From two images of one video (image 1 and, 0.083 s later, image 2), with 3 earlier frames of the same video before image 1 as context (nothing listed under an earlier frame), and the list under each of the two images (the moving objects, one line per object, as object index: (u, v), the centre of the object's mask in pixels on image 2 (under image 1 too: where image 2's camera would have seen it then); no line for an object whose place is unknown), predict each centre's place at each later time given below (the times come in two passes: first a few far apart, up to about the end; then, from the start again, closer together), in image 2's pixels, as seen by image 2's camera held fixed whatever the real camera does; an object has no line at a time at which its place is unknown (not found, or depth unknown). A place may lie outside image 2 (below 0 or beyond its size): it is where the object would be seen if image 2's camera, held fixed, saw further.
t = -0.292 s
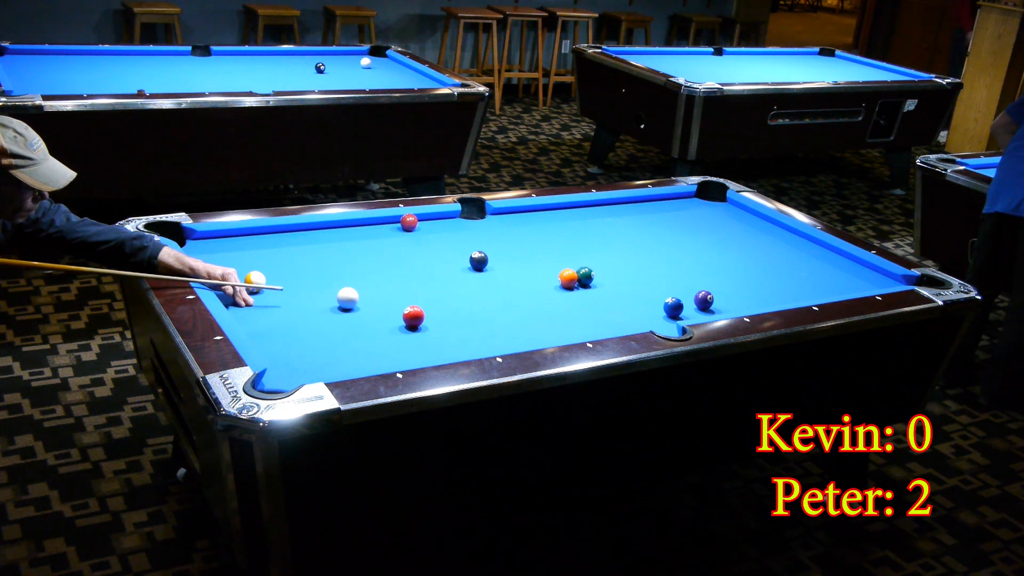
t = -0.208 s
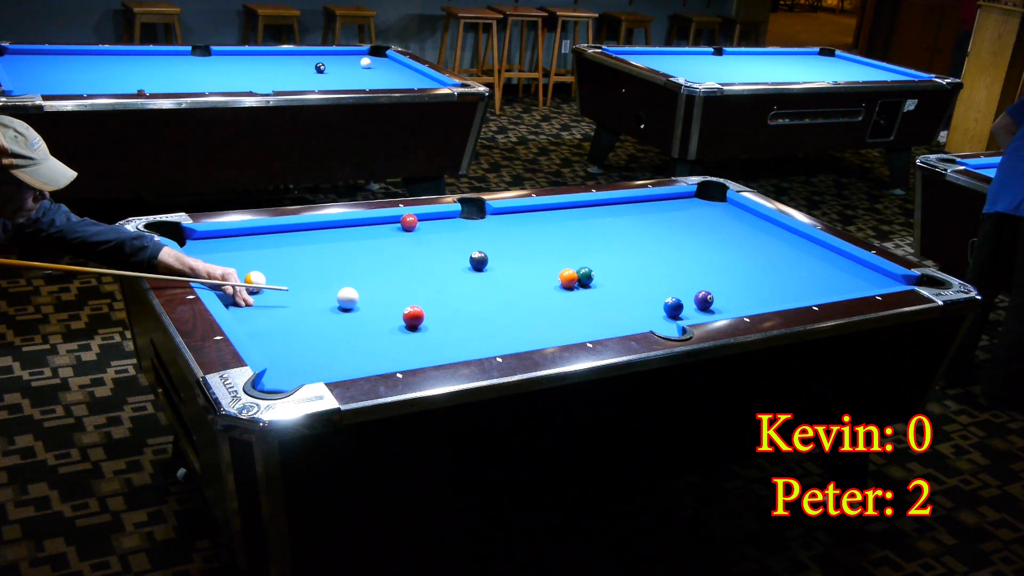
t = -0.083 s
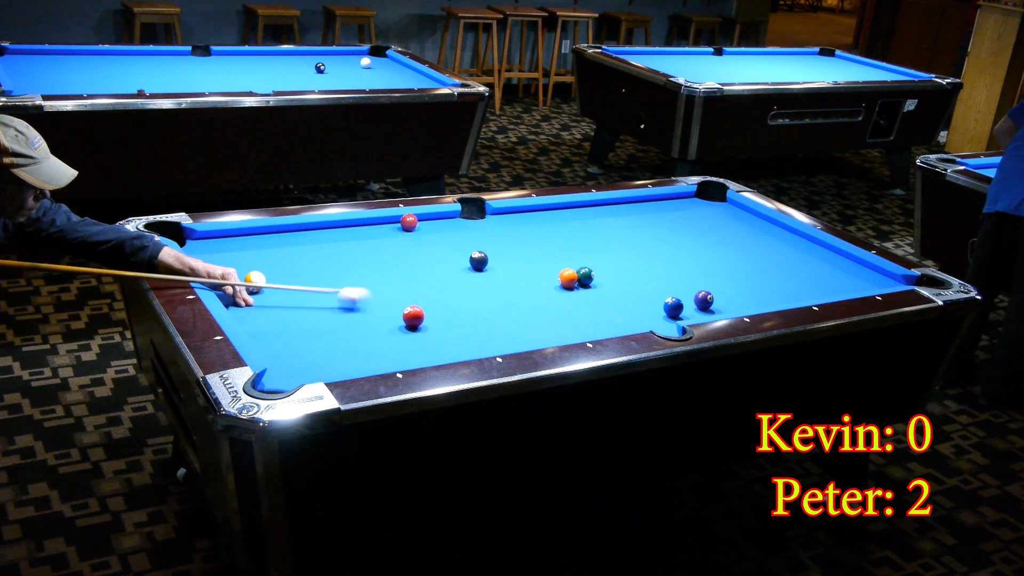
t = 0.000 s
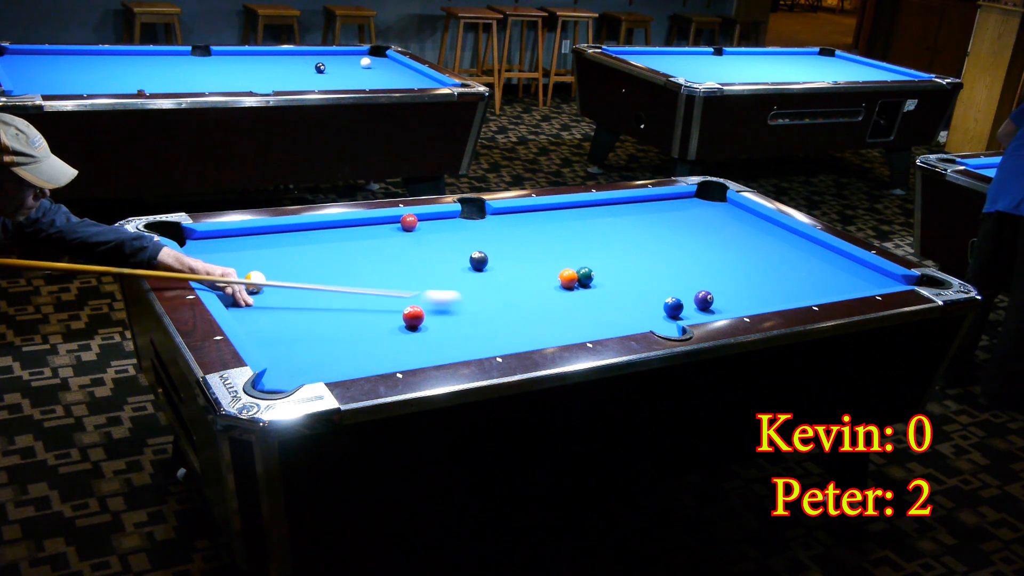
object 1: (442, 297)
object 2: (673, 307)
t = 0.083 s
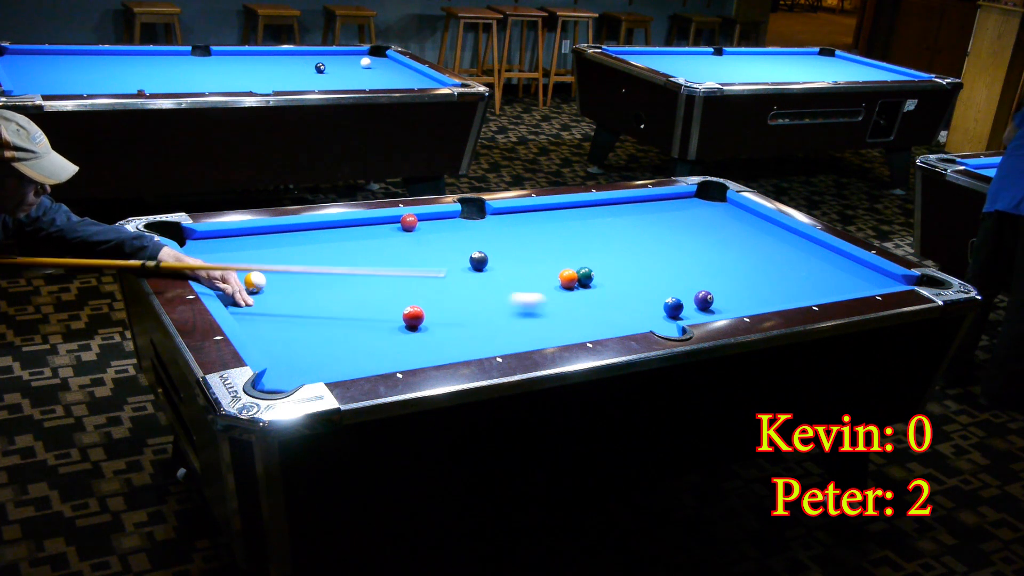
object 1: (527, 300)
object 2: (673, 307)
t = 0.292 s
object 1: (659, 306)
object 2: (742, 304)
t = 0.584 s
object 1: (715, 306)
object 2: (824, 271)
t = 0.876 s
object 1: (765, 299)
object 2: (805, 254)
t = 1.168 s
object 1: (798, 290)
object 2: (732, 246)
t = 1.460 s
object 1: (827, 280)
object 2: (662, 238)
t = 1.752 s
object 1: (853, 272)
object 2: (594, 230)
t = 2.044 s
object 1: (861, 266)
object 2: (529, 223)
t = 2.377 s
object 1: (835, 264)
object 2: (461, 216)
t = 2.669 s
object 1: (815, 263)
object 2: (441, 225)
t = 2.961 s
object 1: (797, 263)
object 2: (419, 235)
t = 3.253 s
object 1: (781, 262)
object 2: (398, 246)
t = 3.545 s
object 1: (767, 262)
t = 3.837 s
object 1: (755, 262)
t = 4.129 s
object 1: (744, 262)
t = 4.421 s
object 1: (736, 261)
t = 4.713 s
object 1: (729, 261)
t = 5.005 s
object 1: (726, 261)
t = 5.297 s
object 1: (724, 261)
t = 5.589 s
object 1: (724, 261)
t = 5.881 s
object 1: (724, 261)
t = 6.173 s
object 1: (724, 262)
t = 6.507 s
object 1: (724, 262)
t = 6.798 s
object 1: (724, 262)
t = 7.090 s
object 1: (724, 262)
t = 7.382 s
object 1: (724, 261)
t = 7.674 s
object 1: (724, 262)
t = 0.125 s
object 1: (569, 301)
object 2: (673, 307)
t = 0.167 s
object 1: (610, 302)
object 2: (673, 307)
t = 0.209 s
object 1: (649, 305)
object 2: (673, 307)
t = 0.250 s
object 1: (655, 306)
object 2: (704, 306)
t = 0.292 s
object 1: (659, 306)
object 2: (742, 304)
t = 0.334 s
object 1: (663, 307)
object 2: (762, 301)
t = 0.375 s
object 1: (669, 307)
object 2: (774, 296)
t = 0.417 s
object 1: (676, 307)
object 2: (786, 290)
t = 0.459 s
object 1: (685, 307)
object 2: (797, 285)
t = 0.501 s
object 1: (695, 307)
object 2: (807, 280)
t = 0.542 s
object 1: (705, 306)
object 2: (815, 275)
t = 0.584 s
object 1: (715, 306)
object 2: (824, 271)
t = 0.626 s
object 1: (726, 306)
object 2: (832, 267)
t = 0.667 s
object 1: (737, 305)
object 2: (840, 263)
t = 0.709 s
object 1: (744, 304)
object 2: (848, 259)
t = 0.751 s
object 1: (750, 303)
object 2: (842, 257)
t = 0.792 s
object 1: (755, 302)
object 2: (828, 255)
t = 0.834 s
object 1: (760, 300)
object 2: (816, 255)
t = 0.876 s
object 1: (765, 299)
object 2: (805, 254)
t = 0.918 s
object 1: (770, 298)
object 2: (794, 253)
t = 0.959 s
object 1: (775, 297)
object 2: (784, 252)
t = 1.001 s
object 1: (780, 295)
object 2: (773, 250)
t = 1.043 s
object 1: (785, 294)
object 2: (762, 250)
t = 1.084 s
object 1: (789, 293)
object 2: (752, 248)
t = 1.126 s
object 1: (794, 292)
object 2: (742, 247)
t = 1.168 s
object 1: (798, 290)
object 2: (732, 246)
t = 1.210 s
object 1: (803, 288)
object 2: (722, 245)
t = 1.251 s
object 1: (807, 287)
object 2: (712, 244)
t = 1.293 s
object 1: (811, 285)
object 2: (701, 243)
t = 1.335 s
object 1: (815, 284)
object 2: (691, 242)
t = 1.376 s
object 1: (819, 283)
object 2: (681, 240)
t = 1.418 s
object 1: (823, 282)
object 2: (671, 240)
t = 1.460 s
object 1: (827, 280)
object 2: (662, 238)
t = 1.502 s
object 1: (831, 279)
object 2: (652, 237)
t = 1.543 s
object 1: (835, 278)
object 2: (642, 236)
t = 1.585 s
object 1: (839, 276)
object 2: (633, 235)
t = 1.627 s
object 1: (842, 275)
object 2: (623, 234)
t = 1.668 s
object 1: (846, 274)
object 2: (614, 233)
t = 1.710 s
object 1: (849, 273)
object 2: (604, 232)
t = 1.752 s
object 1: (853, 272)
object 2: (594, 230)
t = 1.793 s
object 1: (856, 270)
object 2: (585, 229)
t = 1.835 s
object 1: (859, 269)
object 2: (576, 228)
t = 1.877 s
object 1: (862, 268)
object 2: (566, 227)
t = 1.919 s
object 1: (866, 267)
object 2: (556, 226)
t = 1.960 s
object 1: (868, 266)
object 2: (547, 225)
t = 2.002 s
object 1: (865, 266)
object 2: (538, 224)
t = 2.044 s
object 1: (861, 266)
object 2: (529, 223)
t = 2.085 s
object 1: (858, 265)
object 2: (520, 222)
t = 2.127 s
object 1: (855, 265)
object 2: (511, 221)
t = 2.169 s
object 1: (852, 265)
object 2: (502, 219)
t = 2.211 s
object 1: (848, 265)
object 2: (493, 218)
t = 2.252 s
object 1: (845, 265)
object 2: (484, 217)
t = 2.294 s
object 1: (842, 265)
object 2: (475, 216)
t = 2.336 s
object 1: (839, 264)
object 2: (468, 215)
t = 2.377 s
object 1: (835, 264)
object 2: (461, 216)
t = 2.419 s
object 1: (832, 264)
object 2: (459, 217)
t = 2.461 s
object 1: (829, 264)
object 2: (456, 219)
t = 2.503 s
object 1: (827, 263)
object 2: (452, 220)
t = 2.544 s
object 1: (824, 263)
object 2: (450, 221)
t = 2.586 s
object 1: (821, 263)
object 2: (446, 223)
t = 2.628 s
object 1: (818, 263)
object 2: (443, 224)
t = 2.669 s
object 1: (815, 263)
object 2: (441, 225)
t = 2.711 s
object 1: (812, 263)
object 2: (437, 227)
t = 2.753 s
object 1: (810, 263)
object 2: (434, 228)
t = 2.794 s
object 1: (807, 263)
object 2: (431, 230)
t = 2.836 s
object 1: (805, 263)
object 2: (428, 232)
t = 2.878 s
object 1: (802, 263)
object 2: (425, 233)
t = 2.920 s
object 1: (800, 263)
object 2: (422, 234)
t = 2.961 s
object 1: (797, 263)
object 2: (419, 235)
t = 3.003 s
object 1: (795, 262)
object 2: (416, 236)
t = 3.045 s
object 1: (792, 262)
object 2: (413, 238)
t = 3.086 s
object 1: (790, 262)
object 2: (410, 240)
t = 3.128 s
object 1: (788, 263)
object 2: (407, 241)
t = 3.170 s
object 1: (785, 262)
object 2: (404, 242)
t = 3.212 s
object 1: (783, 262)
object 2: (401, 244)
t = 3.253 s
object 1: (781, 262)
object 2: (398, 246)
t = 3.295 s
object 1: (779, 262)
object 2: (395, 248)
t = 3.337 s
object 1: (777, 262)
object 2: (392, 249)
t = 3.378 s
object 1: (775, 262)
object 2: (388, 250)
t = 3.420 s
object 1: (773, 262)
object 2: (385, 251)
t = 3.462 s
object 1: (771, 262)
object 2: (383, 251)
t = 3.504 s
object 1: (769, 262)
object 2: (379, 253)
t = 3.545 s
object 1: (767, 262)
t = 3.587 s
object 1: (765, 262)
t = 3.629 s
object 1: (763, 262)
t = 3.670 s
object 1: (761, 262)
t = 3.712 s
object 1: (760, 262)
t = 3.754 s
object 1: (758, 262)
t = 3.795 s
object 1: (756, 262)
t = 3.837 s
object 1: (755, 262)
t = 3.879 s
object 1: (753, 262)
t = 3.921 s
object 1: (752, 262)
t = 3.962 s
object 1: (750, 262)
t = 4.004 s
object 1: (748, 262)
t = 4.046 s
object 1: (747, 261)
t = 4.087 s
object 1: (745, 262)
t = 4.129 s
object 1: (744, 262)
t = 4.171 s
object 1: (743, 262)
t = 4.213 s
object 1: (741, 262)
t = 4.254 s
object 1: (740, 261)
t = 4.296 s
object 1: (739, 261)
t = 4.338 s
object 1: (738, 261)
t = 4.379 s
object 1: (737, 261)
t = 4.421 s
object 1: (736, 261)
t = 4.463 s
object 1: (734, 261)
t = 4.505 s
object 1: (734, 261)
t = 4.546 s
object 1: (733, 261)
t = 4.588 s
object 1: (732, 261)
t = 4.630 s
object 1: (731, 261)
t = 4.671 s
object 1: (730, 261)
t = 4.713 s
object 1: (729, 261)
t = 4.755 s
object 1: (729, 261)
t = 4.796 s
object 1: (728, 261)
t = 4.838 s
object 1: (727, 261)
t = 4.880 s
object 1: (727, 261)
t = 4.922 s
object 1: (726, 261)
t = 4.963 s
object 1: (726, 261)
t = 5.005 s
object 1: (726, 261)
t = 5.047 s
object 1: (725, 261)
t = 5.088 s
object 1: (725, 261)
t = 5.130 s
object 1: (725, 261)
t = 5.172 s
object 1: (725, 262)
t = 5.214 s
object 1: (725, 261)
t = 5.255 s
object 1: (724, 261)
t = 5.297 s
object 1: (724, 261)
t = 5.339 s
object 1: (724, 261)
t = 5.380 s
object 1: (724, 261)
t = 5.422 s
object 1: (724, 262)
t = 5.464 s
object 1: (724, 261)
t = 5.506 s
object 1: (724, 262)
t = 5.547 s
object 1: (724, 261)
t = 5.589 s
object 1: (724, 261)
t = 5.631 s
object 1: (724, 261)
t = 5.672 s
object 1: (724, 261)
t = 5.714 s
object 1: (724, 262)
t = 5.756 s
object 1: (724, 261)
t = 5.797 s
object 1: (724, 261)
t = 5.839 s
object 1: (724, 261)
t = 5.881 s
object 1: (724, 261)
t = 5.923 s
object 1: (724, 261)
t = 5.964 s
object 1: (724, 261)
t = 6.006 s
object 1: (724, 262)
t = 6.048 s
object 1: (724, 262)
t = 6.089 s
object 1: (724, 261)
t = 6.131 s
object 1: (724, 261)
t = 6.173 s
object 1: (724, 262)
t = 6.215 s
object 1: (724, 261)
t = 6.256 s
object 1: (724, 262)
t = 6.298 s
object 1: (724, 261)
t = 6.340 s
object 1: (724, 262)
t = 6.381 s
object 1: (724, 262)
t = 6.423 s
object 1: (724, 262)
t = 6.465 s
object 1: (724, 261)
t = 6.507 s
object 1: (724, 262)
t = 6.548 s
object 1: (724, 262)
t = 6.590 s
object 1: (724, 261)
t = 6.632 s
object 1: (724, 261)
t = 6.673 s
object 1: (724, 261)
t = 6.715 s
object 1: (724, 262)
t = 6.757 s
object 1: (724, 262)
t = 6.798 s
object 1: (724, 262)
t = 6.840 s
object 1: (724, 262)
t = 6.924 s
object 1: (724, 262)
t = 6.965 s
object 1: (724, 261)
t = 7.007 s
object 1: (724, 262)
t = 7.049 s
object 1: (724, 262)
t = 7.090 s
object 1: (724, 262)
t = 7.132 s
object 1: (724, 262)
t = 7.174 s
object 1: (724, 262)
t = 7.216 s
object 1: (724, 262)
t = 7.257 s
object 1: (724, 262)
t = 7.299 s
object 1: (724, 262)
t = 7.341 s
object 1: (724, 262)
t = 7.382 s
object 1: (724, 261)
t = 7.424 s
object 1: (724, 261)
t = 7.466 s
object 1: (724, 261)
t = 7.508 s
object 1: (724, 261)
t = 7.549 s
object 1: (724, 261)
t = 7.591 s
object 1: (724, 262)
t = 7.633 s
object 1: (724, 261)
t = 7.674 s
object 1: (724, 262)
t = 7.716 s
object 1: (724, 261)
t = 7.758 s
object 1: (724, 261)
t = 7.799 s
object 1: (724, 262)
